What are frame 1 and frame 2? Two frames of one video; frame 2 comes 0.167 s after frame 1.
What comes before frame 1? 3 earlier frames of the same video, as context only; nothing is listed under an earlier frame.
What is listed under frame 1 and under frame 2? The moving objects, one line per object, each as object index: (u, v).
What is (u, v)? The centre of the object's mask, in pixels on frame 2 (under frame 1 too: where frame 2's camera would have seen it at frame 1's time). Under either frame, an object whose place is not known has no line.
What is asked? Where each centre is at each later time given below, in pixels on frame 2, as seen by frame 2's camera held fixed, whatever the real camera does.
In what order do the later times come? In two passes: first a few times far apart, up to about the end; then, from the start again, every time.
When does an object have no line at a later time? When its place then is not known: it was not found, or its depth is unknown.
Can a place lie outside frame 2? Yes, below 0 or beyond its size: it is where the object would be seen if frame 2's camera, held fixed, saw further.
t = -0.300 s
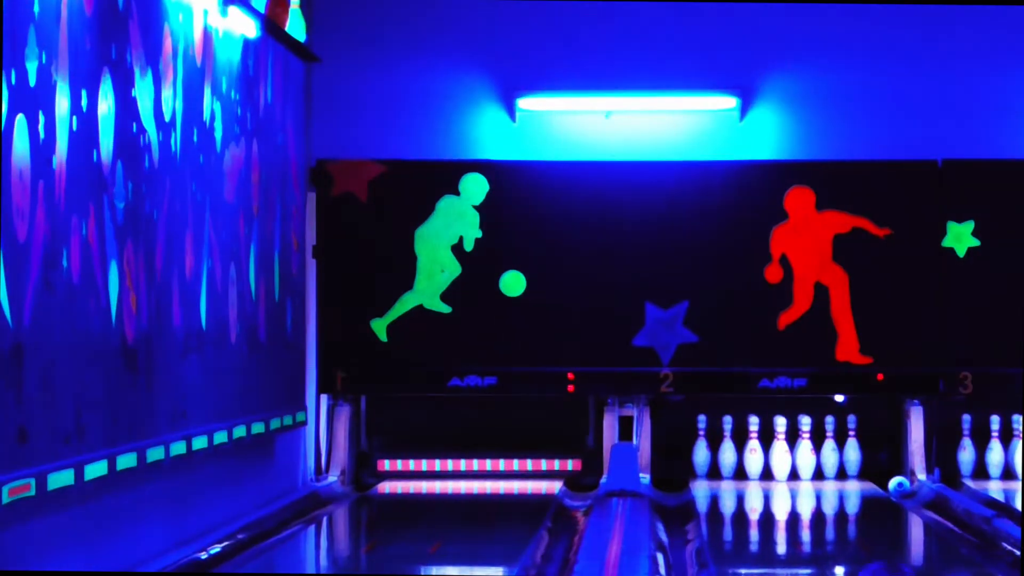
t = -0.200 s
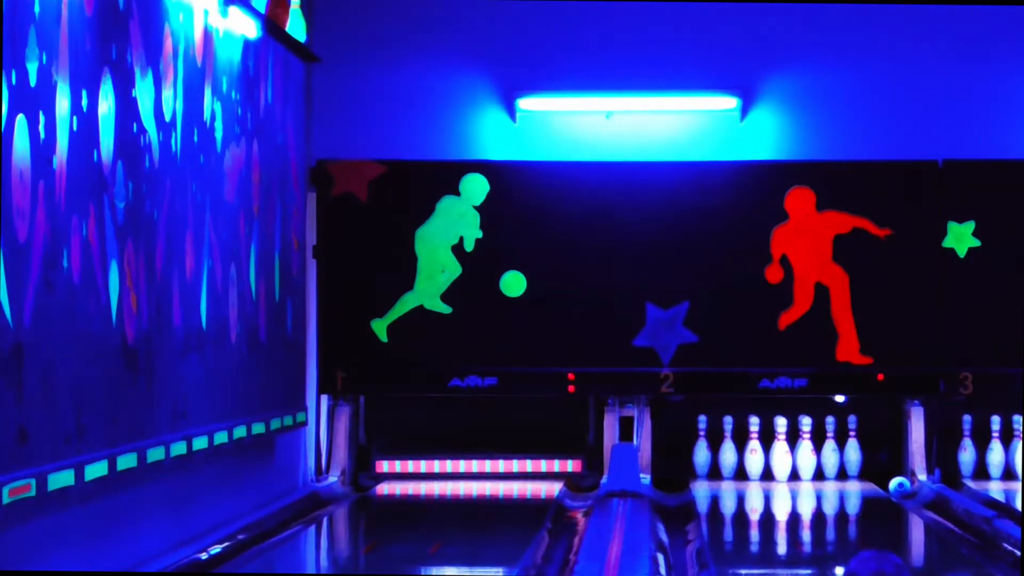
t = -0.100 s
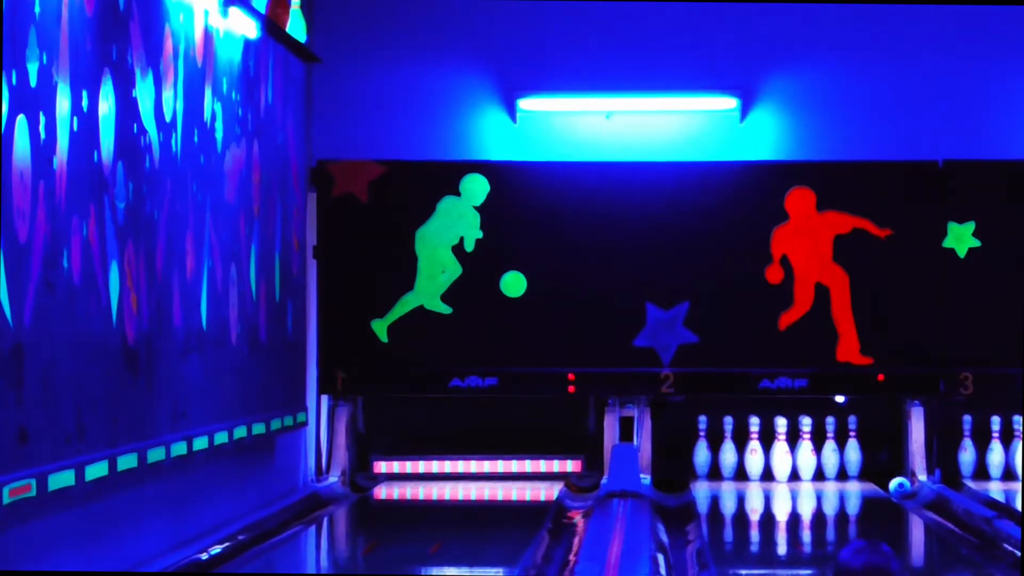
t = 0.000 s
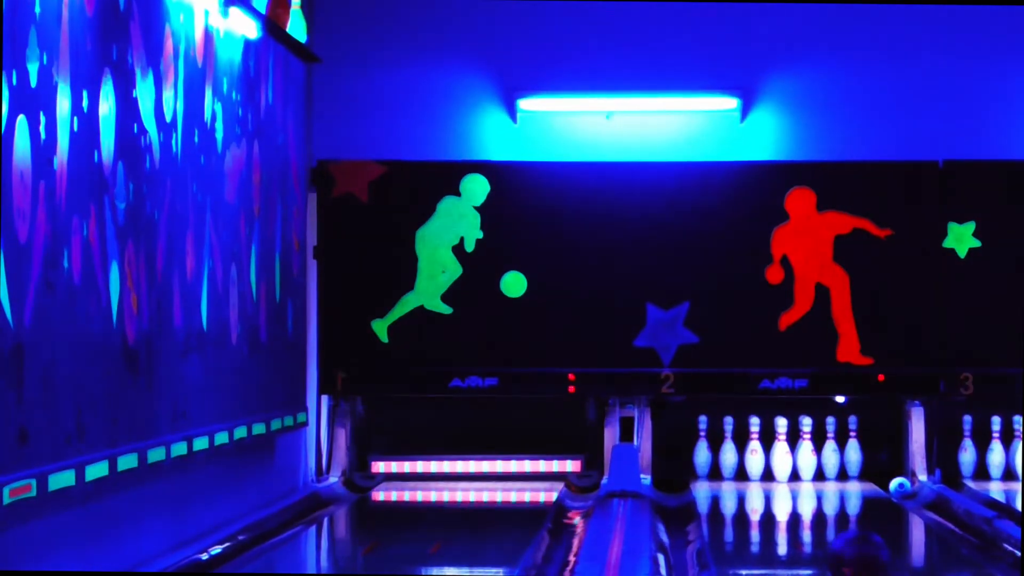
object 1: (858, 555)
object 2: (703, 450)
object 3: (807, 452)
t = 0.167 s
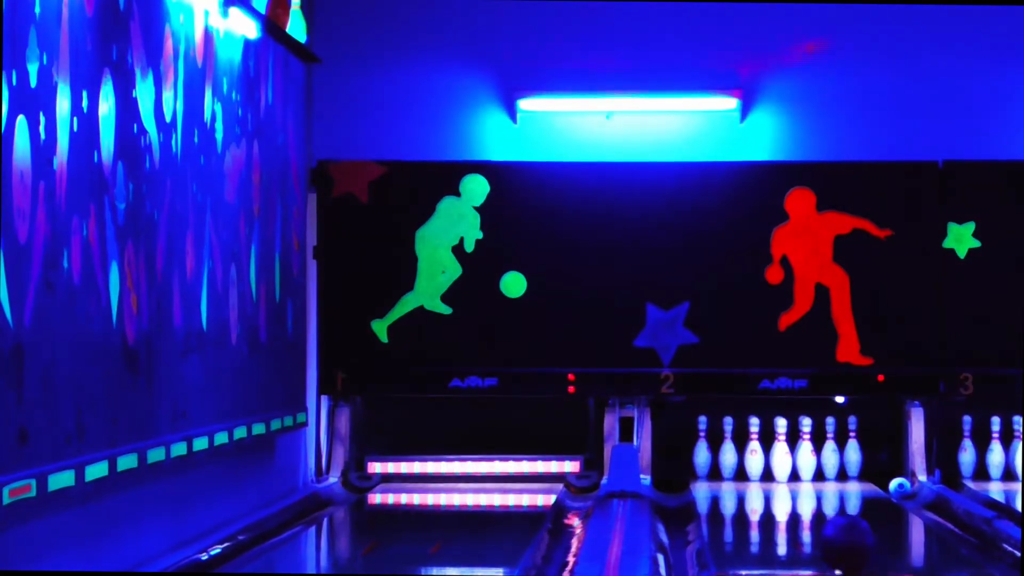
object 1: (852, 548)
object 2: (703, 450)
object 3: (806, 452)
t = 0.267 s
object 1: (843, 531)
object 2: (702, 451)
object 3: (807, 452)
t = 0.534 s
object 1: (828, 518)
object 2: (702, 451)
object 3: (807, 452)
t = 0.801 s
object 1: (819, 501)
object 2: (703, 450)
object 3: (807, 452)
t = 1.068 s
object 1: (812, 487)
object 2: (703, 450)
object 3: (806, 446)
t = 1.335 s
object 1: (808, 476)
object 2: (702, 451)
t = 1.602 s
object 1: (806, 468)
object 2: (702, 451)
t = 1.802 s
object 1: (828, 464)
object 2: (702, 436)
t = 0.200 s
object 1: (846, 543)
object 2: (703, 450)
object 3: (806, 452)
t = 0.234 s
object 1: (845, 539)
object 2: (703, 450)
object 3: (806, 452)
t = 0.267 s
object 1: (843, 531)
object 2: (702, 451)
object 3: (807, 452)
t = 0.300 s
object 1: (840, 531)
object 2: (703, 450)
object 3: (807, 452)
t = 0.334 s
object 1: (837, 530)
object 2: (702, 451)
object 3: (806, 452)
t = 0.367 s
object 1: (835, 529)
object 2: (702, 451)
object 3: (806, 452)
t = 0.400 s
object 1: (833, 527)
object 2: (702, 451)
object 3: (806, 452)
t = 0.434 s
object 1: (832, 525)
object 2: (702, 451)
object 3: (807, 452)
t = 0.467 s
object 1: (830, 522)
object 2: (702, 451)
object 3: (807, 452)
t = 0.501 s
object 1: (828, 519)
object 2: (702, 451)
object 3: (807, 452)
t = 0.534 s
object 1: (828, 518)
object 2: (702, 451)
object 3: (807, 452)
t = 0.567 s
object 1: (826, 515)
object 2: (702, 451)
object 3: (807, 452)
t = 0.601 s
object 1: (825, 513)
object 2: (703, 450)
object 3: (807, 452)
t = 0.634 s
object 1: (825, 512)
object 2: (702, 451)
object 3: (807, 452)
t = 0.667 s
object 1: (823, 509)
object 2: (702, 451)
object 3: (807, 452)
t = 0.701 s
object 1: (822, 507)
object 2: (702, 451)
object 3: (806, 452)
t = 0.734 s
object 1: (822, 505)
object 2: (703, 450)
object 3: (806, 452)
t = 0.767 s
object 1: (820, 503)
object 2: (702, 451)
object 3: (807, 452)
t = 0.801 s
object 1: (819, 501)
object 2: (703, 450)
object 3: (807, 452)
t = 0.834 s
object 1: (817, 499)
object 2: (703, 450)
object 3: (807, 451)
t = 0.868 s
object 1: (816, 497)
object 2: (702, 451)
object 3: (807, 450)
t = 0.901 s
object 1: (816, 495)
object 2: (703, 450)
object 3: (807, 450)
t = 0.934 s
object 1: (815, 493)
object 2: (702, 451)
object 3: (807, 449)
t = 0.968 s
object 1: (814, 491)
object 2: (702, 451)
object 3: (807, 448)
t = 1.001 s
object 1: (813, 490)
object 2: (702, 451)
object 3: (806, 447)
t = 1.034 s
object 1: (813, 488)
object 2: (703, 450)
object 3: (806, 446)
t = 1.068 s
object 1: (812, 487)
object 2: (703, 450)
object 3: (806, 446)
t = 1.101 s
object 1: (812, 485)
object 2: (702, 451)
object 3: (806, 445)
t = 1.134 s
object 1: (811, 484)
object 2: (702, 451)
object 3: (806, 444)
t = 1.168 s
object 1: (810, 482)
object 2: (703, 451)
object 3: (806, 443)
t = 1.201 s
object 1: (810, 481)
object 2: (702, 451)
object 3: (806, 443)
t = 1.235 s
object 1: (809, 480)
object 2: (702, 451)
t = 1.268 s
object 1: (809, 479)
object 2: (703, 451)
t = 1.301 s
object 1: (808, 477)
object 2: (702, 451)
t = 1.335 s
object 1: (808, 476)
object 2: (702, 451)
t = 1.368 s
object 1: (807, 475)
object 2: (703, 450)
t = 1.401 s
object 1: (807, 474)
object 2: (703, 451)
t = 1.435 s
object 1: (807, 472)
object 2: (703, 450)
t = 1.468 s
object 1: (807, 472)
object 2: (702, 451)
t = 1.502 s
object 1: (807, 471)
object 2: (702, 451)
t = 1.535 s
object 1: (806, 471)
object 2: (703, 450)
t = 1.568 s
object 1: (806, 469)
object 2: (702, 451)
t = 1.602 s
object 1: (806, 468)
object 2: (702, 451)
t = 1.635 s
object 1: (806, 467)
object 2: (703, 451)
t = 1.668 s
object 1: (806, 466)
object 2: (703, 451)
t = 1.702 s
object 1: (809, 465)
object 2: (702, 451)
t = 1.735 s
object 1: (816, 464)
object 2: (703, 450)
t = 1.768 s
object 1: (821, 464)
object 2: (702, 450)
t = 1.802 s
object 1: (828, 464)
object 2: (702, 436)
